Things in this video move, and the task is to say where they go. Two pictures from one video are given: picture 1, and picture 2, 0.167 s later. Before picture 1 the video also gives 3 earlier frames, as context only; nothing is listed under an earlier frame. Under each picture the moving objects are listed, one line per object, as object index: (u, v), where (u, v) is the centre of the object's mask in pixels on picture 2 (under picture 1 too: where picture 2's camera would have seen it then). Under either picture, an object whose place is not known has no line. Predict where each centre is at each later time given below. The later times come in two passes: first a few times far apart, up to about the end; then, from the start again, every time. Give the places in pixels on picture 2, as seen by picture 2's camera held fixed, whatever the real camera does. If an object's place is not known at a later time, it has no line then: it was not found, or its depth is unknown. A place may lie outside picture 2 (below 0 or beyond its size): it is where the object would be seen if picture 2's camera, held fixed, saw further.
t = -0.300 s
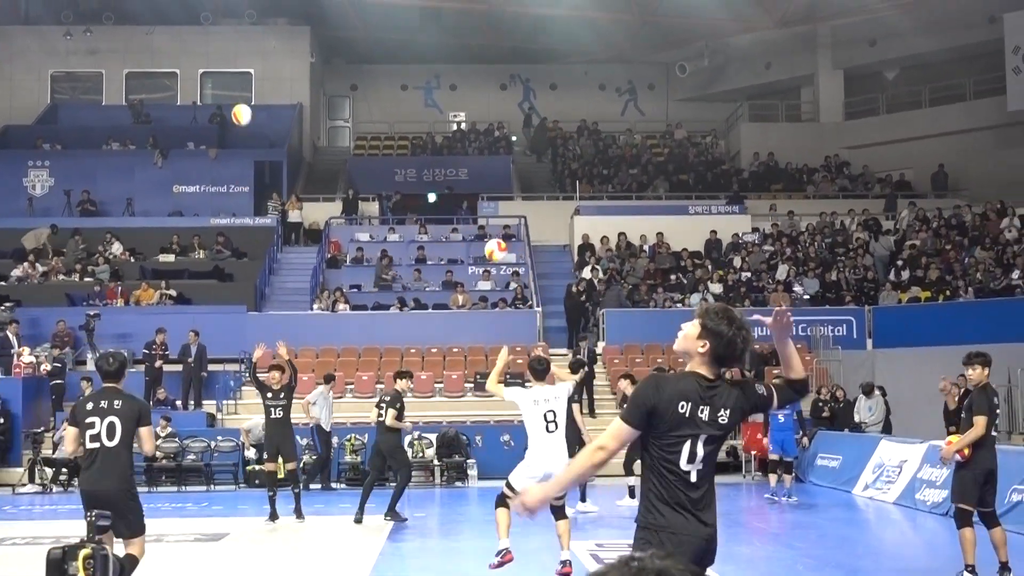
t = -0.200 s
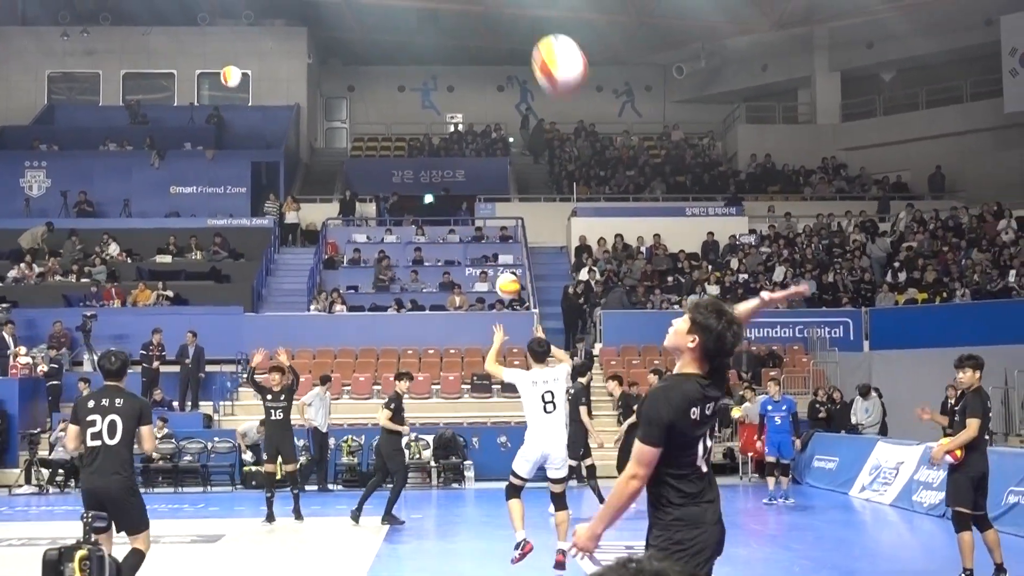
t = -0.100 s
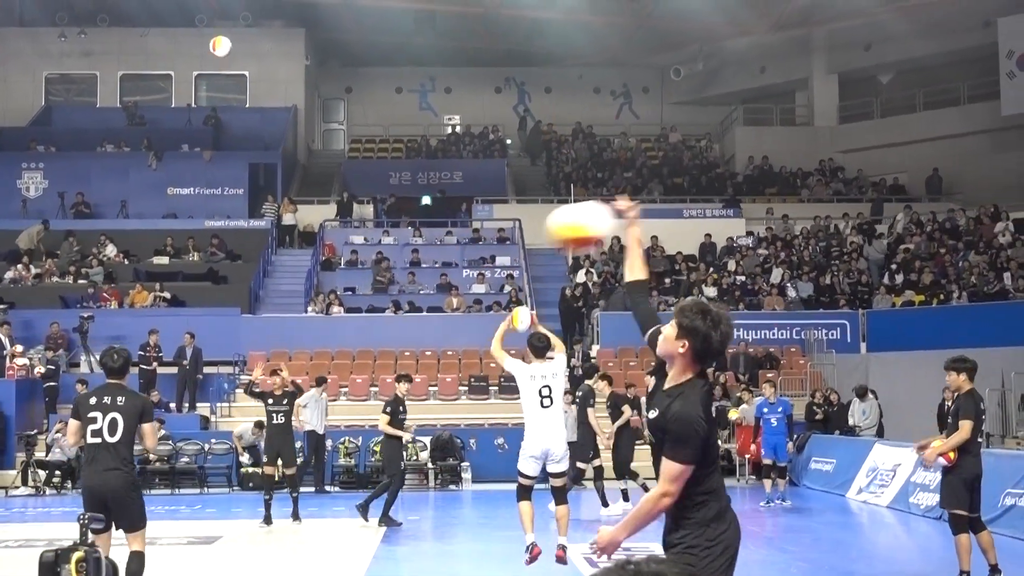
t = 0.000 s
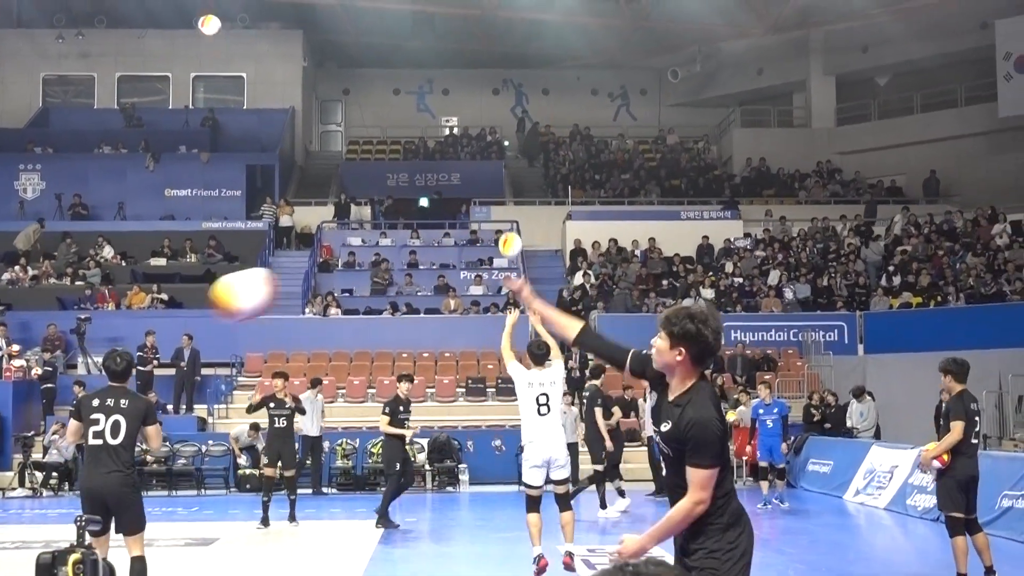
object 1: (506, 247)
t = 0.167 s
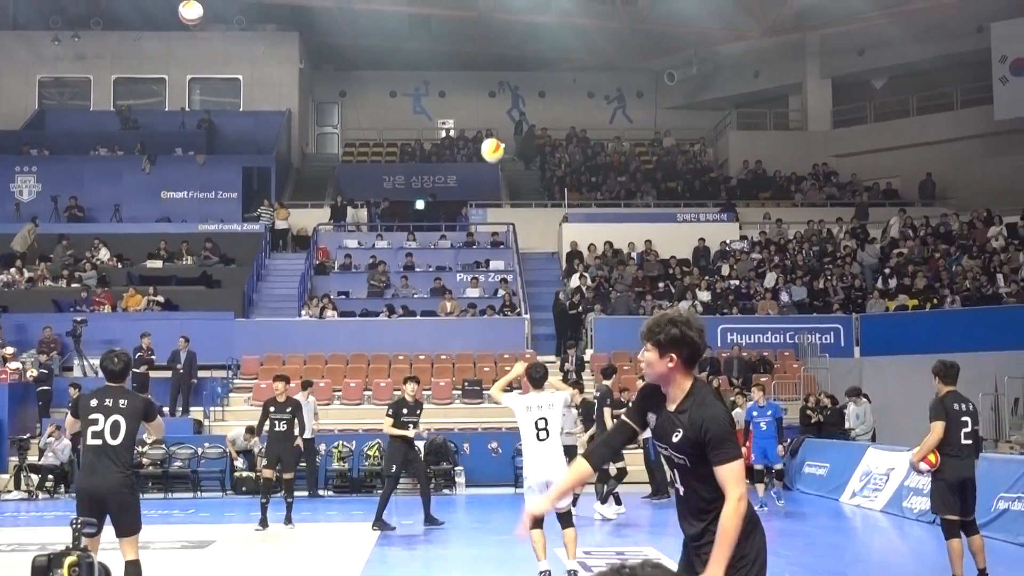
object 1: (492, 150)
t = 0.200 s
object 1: (489, 136)
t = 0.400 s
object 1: (473, 80)
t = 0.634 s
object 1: (458, 70)
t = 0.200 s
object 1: (489, 136)
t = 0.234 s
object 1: (486, 123)
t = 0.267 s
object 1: (483, 112)
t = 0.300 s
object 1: (481, 102)
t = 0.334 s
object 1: (478, 93)
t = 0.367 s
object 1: (476, 86)
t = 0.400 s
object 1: (473, 80)
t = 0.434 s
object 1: (471, 75)
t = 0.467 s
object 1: (469, 72)
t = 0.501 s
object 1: (466, 69)
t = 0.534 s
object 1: (464, 68)
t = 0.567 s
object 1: (462, 68)
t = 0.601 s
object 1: (460, 68)
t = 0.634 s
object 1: (458, 70)
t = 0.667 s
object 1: (456, 73)
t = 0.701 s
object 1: (454, 76)
